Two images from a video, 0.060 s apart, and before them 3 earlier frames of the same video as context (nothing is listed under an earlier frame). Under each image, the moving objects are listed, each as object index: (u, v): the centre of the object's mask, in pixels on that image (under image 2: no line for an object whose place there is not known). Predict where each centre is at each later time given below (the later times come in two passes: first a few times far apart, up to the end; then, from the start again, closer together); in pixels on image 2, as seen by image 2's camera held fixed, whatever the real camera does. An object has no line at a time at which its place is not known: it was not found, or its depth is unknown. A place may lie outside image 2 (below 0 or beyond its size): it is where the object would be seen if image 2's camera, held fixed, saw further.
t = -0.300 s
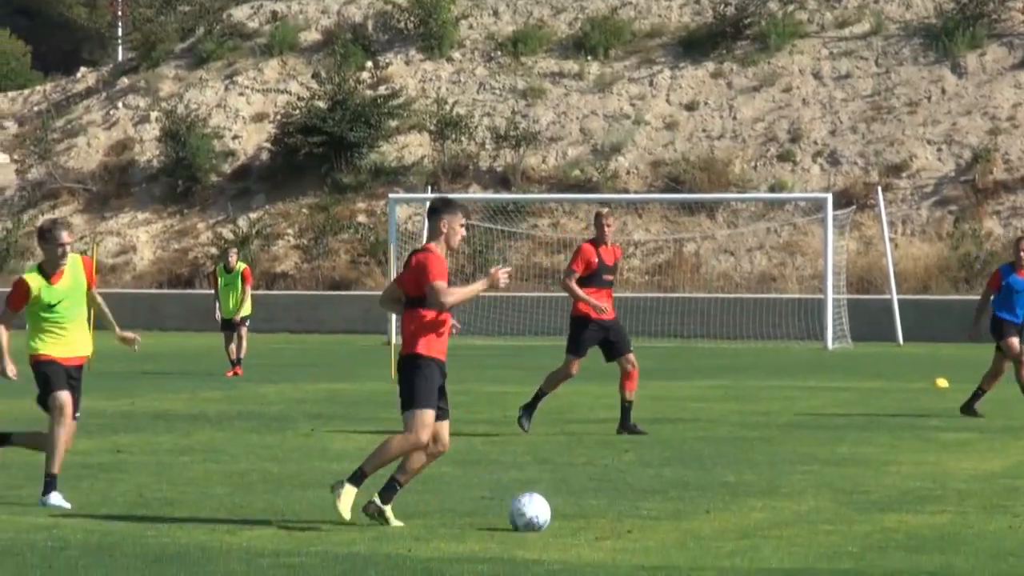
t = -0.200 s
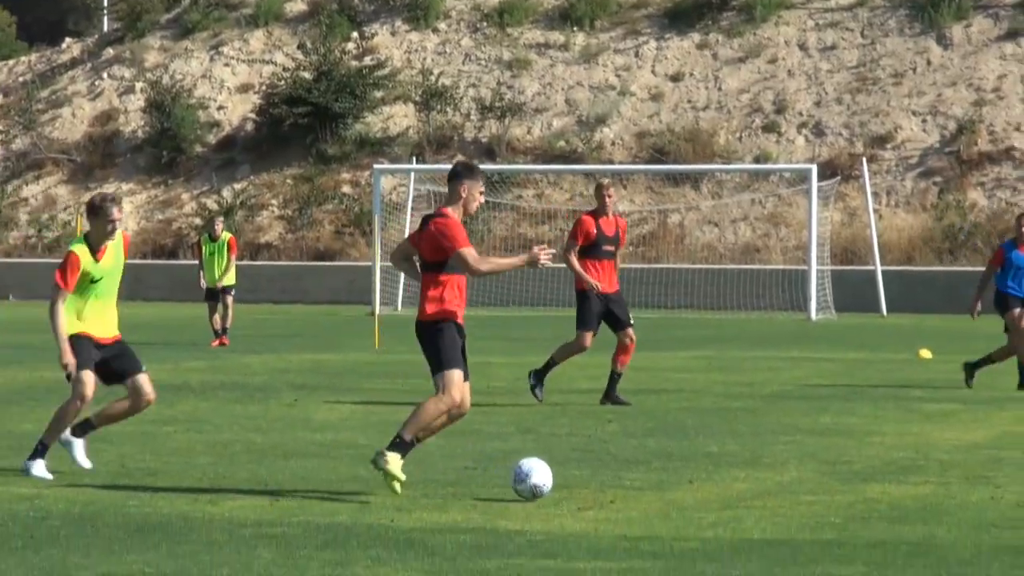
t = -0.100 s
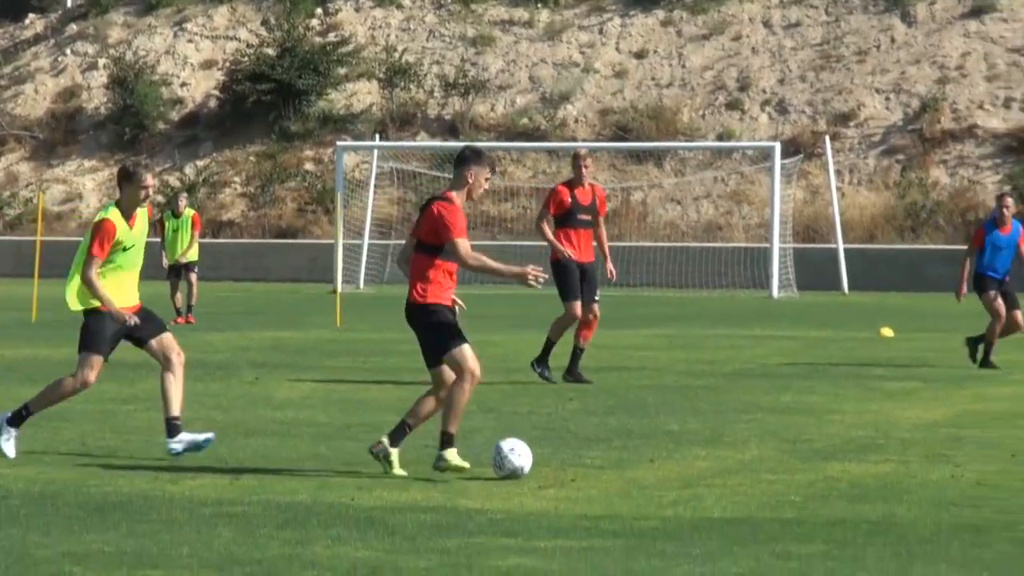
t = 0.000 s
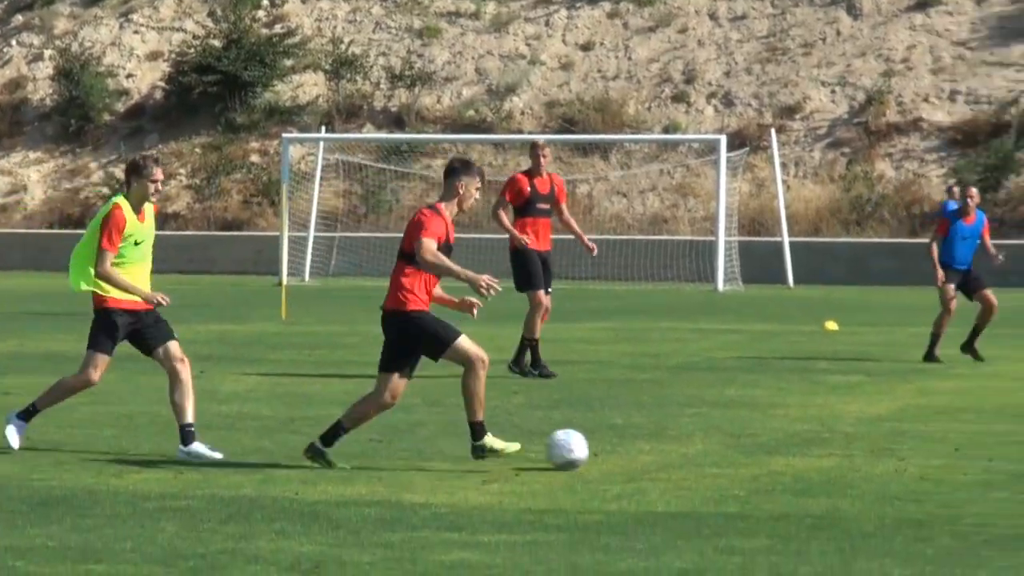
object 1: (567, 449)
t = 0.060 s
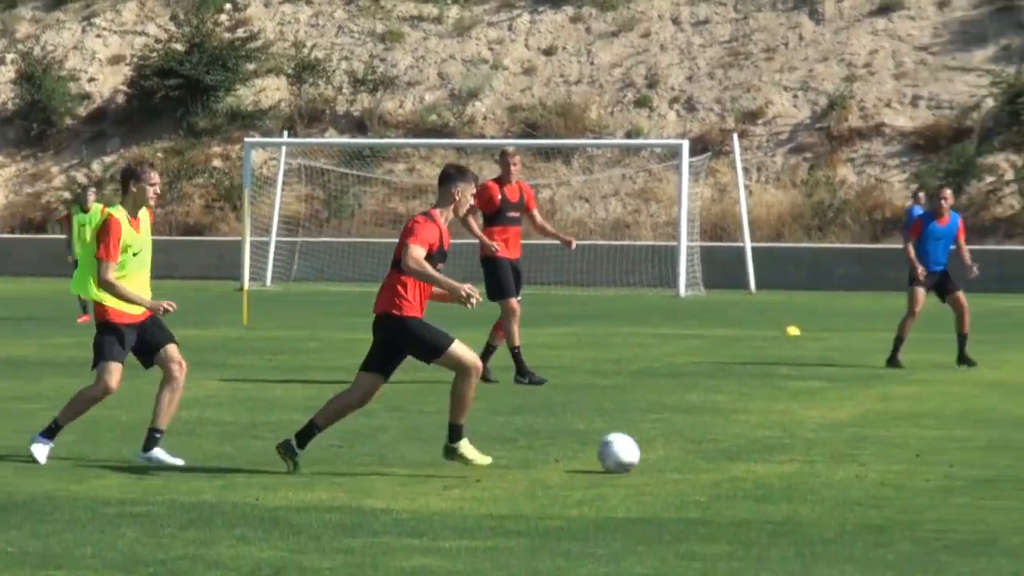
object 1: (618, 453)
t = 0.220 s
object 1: (834, 447)
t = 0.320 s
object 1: (953, 446)
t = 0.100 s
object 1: (675, 450)
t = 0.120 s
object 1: (703, 449)
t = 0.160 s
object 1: (757, 450)
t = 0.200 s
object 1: (809, 448)
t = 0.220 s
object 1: (834, 447)
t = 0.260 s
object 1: (883, 447)
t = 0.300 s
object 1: (930, 446)
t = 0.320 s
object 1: (953, 446)
